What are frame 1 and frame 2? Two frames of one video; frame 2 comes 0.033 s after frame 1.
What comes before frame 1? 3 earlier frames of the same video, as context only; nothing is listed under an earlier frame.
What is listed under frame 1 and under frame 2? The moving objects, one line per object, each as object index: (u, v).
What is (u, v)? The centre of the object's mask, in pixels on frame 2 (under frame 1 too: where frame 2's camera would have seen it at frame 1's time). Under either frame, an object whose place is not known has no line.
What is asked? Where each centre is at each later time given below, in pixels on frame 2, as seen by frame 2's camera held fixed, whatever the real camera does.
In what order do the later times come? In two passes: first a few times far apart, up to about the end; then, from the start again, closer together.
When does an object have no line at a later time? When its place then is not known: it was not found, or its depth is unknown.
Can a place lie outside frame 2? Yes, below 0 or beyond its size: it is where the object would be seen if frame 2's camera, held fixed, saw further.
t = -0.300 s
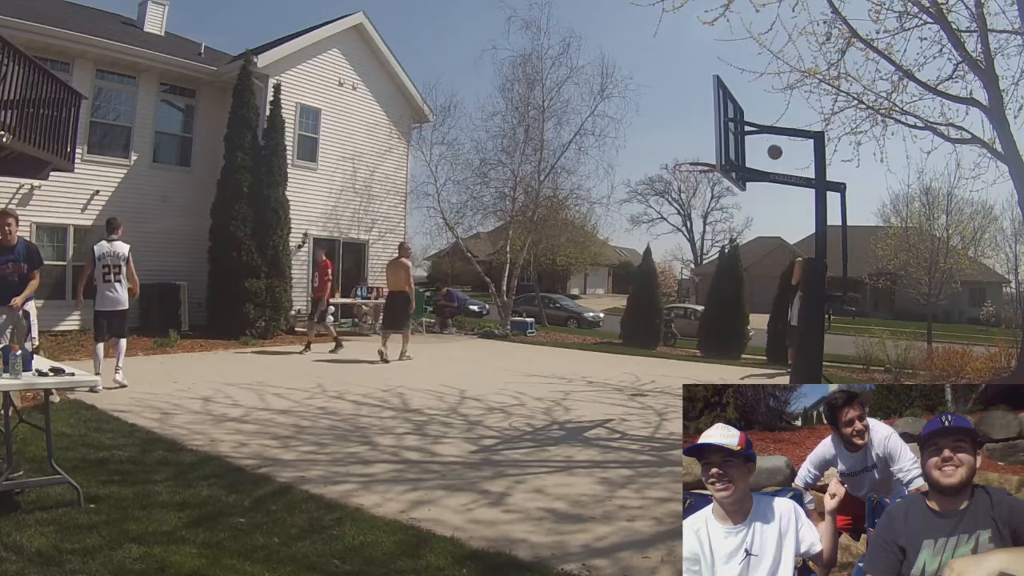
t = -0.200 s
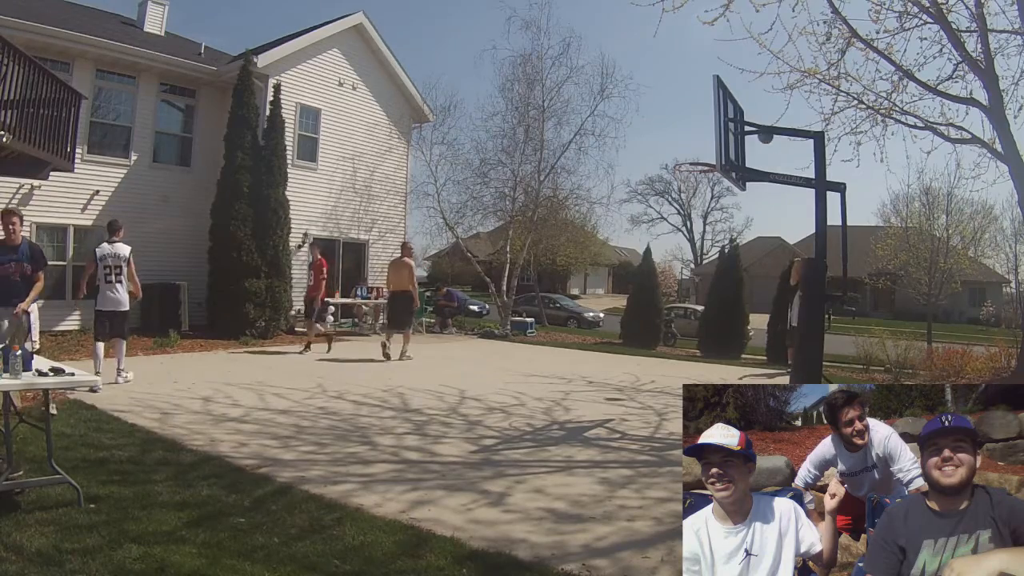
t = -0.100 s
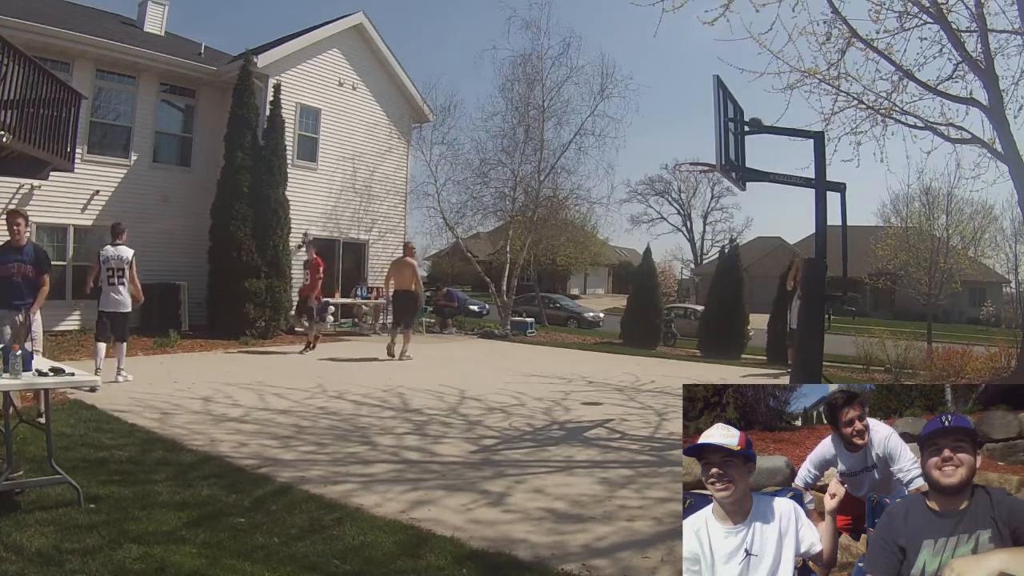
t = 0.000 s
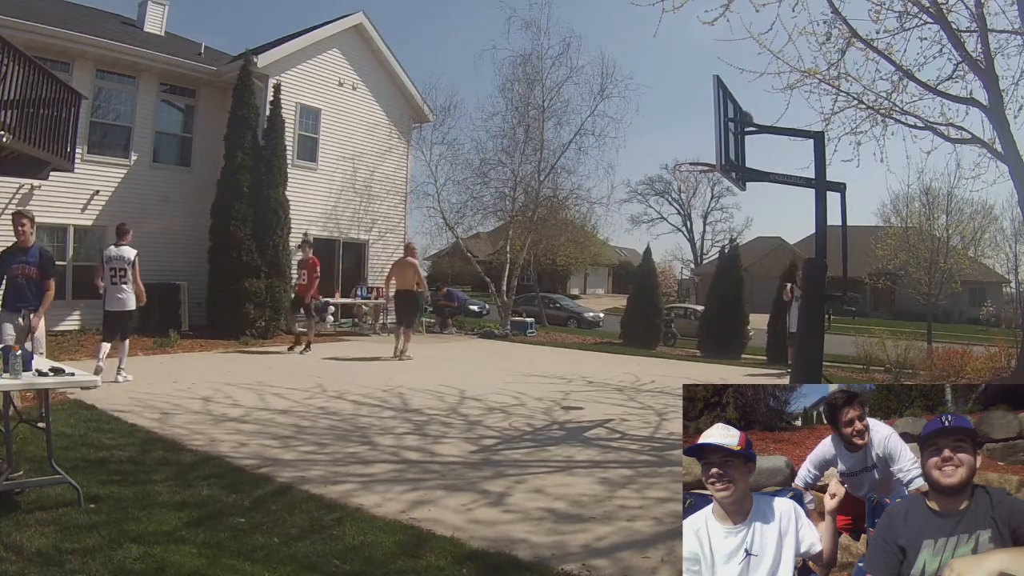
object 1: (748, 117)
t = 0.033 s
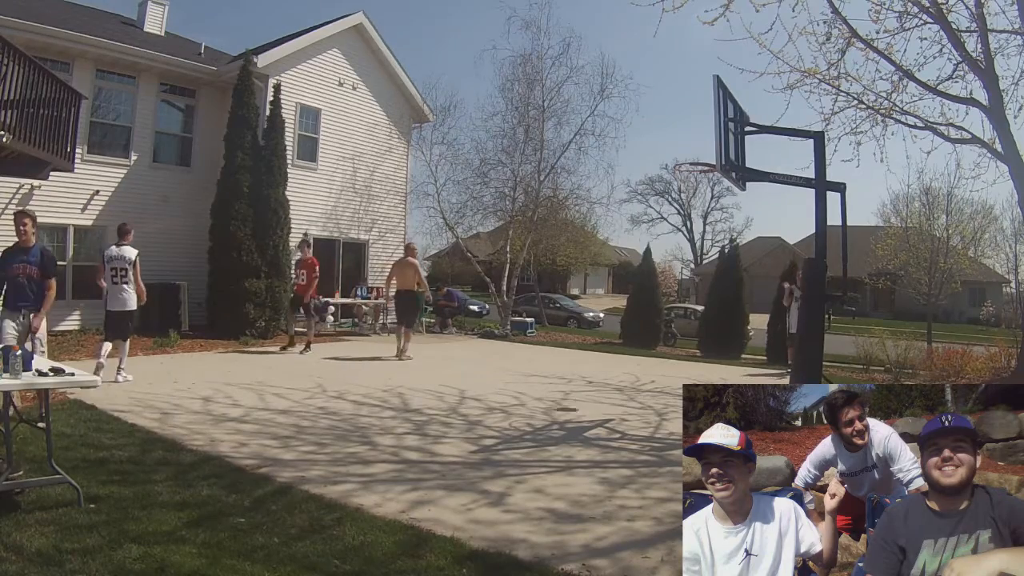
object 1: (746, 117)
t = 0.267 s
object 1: (709, 143)
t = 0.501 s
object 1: (689, 138)
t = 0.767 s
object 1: (668, 137)
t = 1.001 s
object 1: (649, 187)
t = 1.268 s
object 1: (629, 303)
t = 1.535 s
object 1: (611, 339)
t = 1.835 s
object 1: (601, 248)
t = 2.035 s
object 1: (594, 232)
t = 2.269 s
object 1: (582, 256)
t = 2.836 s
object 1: (558, 325)
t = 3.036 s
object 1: (552, 291)
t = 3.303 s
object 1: (545, 297)
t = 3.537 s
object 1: (536, 354)
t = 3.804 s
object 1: (533, 340)
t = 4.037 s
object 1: (531, 320)
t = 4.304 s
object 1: (528, 350)
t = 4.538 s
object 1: (527, 359)
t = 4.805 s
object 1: (529, 338)
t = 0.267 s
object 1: (709, 143)
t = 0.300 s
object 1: (706, 151)
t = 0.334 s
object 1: (703, 158)
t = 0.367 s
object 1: (699, 159)
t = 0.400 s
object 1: (696, 152)
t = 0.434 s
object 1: (694, 146)
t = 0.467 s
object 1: (691, 141)
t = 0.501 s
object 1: (689, 138)
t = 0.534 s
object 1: (686, 134)
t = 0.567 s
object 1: (683, 132)
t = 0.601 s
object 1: (681, 130)
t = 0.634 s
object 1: (678, 130)
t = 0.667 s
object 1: (676, 130)
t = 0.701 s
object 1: (673, 132)
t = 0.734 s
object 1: (670, 134)
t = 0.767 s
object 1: (668, 137)
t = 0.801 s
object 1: (665, 142)
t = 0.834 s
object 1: (663, 147)
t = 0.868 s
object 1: (660, 153)
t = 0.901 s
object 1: (658, 160)
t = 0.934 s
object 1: (655, 168)
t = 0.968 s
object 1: (652, 177)
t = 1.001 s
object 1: (649, 187)
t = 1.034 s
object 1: (647, 199)
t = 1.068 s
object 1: (645, 211)
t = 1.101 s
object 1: (642, 223)
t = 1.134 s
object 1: (639, 238)
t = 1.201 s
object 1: (633, 268)
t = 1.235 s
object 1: (631, 286)
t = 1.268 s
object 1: (629, 303)
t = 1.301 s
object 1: (625, 322)
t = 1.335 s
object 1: (622, 339)
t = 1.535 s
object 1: (611, 339)
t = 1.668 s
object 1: (608, 289)
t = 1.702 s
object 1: (607, 279)
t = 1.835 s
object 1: (601, 248)
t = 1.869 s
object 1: (600, 244)
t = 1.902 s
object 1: (598, 240)
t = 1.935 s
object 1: (598, 236)
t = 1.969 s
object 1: (596, 234)
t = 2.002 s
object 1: (595, 232)
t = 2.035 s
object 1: (594, 232)
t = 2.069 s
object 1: (592, 232)
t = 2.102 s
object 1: (590, 233)
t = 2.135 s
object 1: (588, 235)
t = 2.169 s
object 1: (586, 239)
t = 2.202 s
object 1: (584, 243)
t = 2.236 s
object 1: (583, 246)
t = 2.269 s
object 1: (582, 256)
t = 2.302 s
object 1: (580, 261)
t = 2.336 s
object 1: (579, 269)
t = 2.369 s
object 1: (576, 278)
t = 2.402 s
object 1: (574, 288)
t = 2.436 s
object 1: (573, 298)
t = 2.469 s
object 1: (571, 314)
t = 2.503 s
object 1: (570, 324)
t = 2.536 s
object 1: (567, 339)
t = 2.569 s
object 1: (565, 354)
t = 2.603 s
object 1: (563, 370)
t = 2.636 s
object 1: (560, 388)
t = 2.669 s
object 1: (559, 380)
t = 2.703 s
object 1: (559, 368)
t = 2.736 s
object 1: (559, 356)
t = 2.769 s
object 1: (558, 345)
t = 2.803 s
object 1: (558, 335)
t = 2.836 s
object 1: (558, 325)
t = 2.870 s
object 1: (556, 317)
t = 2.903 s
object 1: (555, 312)
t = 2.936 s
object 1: (555, 306)
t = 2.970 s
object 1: (554, 300)
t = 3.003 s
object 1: (553, 295)
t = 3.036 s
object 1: (552, 291)
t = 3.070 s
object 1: (552, 289)
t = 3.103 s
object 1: (551, 287)
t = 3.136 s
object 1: (550, 287)
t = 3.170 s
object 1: (549, 287)
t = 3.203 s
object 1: (548, 289)
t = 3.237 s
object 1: (547, 291)
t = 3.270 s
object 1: (546, 293)
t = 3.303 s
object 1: (545, 297)
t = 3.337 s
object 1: (545, 303)
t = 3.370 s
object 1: (544, 309)
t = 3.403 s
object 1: (541, 317)
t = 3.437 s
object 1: (540, 323)
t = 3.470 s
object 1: (540, 332)
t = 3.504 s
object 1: (538, 343)
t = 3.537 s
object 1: (536, 354)
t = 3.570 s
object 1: (535, 365)
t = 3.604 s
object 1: (533, 378)
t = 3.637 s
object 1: (532, 384)
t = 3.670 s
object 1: (532, 373)
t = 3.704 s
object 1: (532, 363)
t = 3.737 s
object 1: (532, 355)
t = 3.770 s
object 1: (532, 347)
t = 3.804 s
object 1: (533, 340)
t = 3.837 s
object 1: (533, 335)
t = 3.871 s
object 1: (533, 330)
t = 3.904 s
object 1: (533, 326)
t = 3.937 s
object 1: (532, 323)
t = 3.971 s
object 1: (532, 321)
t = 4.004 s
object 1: (532, 320)
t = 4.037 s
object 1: (531, 320)
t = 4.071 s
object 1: (531, 320)
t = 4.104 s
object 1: (531, 322)
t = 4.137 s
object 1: (530, 323)
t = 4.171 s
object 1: (530, 326)
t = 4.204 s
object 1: (530, 330)
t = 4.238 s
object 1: (530, 337)
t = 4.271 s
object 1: (528, 343)
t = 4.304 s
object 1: (528, 350)
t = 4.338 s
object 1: (527, 358)
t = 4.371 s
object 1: (527, 367)
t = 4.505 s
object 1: (526, 366)
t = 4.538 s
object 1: (527, 359)
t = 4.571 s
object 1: (527, 354)
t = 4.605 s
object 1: (527, 349)
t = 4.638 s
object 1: (528, 345)
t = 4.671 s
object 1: (528, 341)
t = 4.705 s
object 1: (529, 339)
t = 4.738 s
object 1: (529, 338)
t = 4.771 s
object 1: (529, 338)
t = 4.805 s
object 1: (529, 338)
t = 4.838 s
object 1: (529, 339)
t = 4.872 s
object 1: (528, 342)
